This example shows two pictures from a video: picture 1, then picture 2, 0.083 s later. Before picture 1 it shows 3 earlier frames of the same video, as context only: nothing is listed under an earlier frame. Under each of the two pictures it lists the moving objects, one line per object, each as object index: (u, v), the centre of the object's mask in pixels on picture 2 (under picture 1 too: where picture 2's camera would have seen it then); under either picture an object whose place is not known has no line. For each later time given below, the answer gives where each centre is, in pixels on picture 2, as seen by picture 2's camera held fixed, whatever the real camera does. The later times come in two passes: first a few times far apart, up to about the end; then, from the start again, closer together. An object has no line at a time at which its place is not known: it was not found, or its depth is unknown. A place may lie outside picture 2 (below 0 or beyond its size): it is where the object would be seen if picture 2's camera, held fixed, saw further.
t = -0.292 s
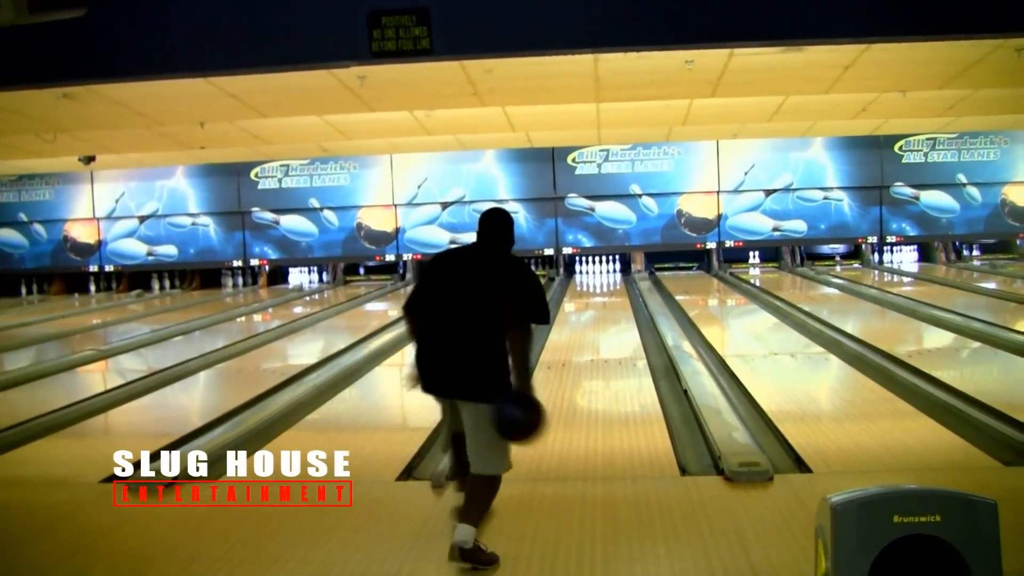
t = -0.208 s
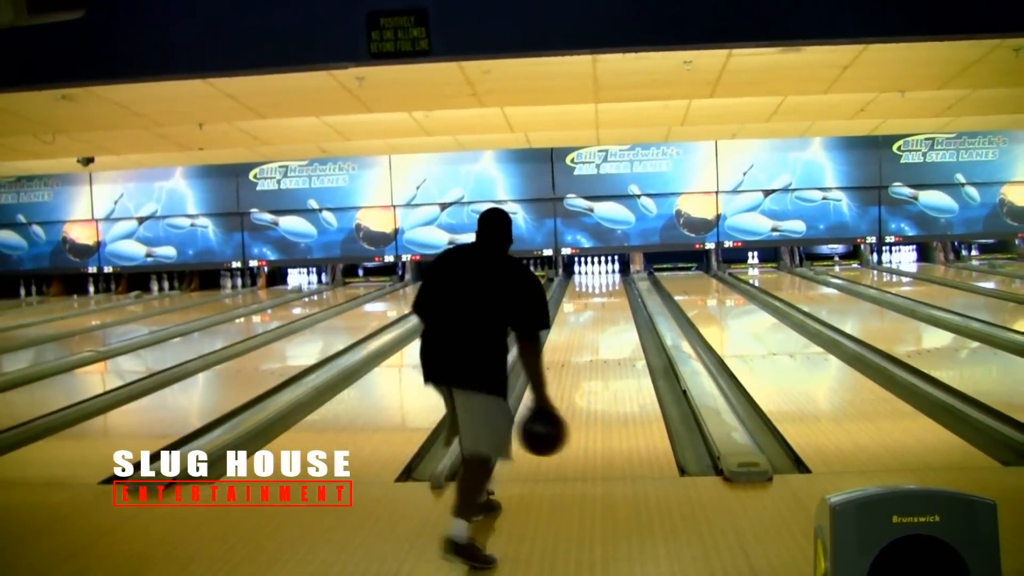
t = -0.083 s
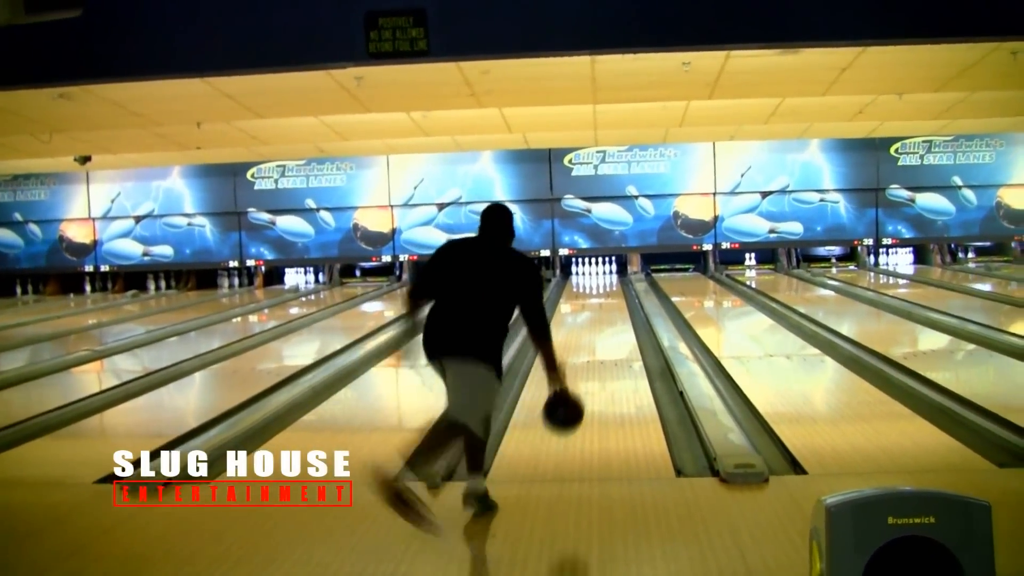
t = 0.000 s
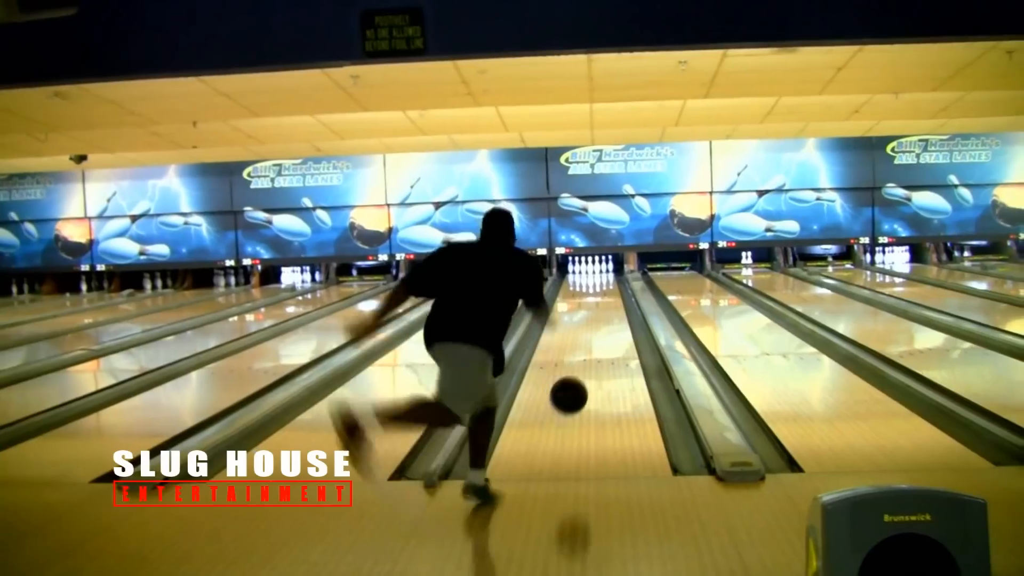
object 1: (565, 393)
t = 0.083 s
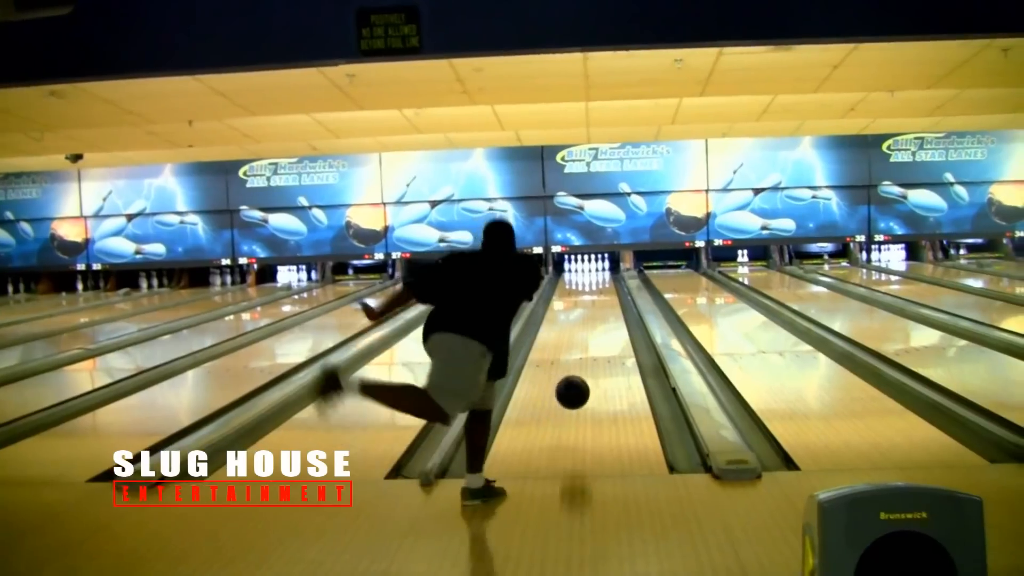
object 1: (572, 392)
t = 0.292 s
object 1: (586, 387)
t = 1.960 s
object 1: (611, 286)
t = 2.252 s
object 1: (611, 283)
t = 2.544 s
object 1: (608, 275)
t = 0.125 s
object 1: (576, 395)
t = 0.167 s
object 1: (579, 400)
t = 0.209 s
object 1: (582, 401)
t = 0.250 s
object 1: (584, 392)
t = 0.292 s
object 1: (586, 387)
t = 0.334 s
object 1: (587, 382)
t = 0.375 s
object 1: (589, 376)
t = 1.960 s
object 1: (611, 286)
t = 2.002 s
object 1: (611, 286)
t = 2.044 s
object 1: (612, 287)
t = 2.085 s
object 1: (612, 286)
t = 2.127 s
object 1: (611, 285)
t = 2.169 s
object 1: (611, 285)
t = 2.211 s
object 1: (611, 284)
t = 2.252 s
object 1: (611, 283)
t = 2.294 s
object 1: (611, 282)
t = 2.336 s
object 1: (611, 282)
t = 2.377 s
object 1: (610, 280)
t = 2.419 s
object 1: (610, 279)
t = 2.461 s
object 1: (610, 278)
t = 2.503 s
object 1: (609, 277)
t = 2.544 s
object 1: (608, 275)
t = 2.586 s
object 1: (608, 274)
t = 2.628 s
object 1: (608, 274)
